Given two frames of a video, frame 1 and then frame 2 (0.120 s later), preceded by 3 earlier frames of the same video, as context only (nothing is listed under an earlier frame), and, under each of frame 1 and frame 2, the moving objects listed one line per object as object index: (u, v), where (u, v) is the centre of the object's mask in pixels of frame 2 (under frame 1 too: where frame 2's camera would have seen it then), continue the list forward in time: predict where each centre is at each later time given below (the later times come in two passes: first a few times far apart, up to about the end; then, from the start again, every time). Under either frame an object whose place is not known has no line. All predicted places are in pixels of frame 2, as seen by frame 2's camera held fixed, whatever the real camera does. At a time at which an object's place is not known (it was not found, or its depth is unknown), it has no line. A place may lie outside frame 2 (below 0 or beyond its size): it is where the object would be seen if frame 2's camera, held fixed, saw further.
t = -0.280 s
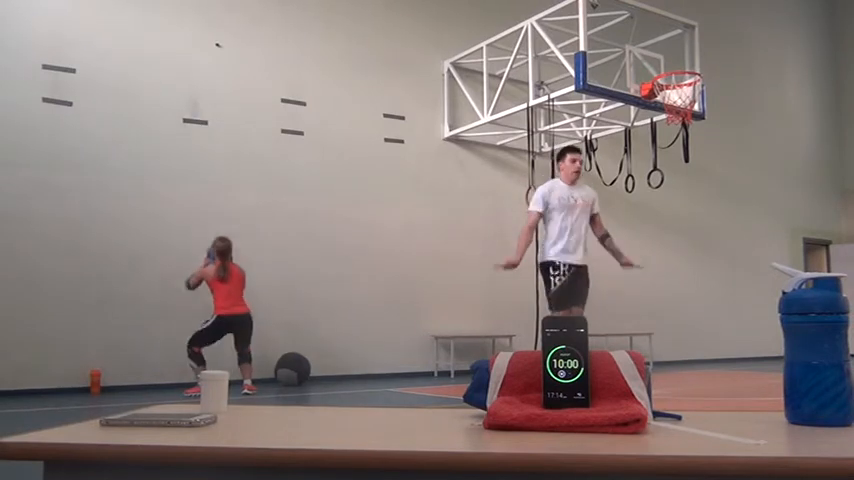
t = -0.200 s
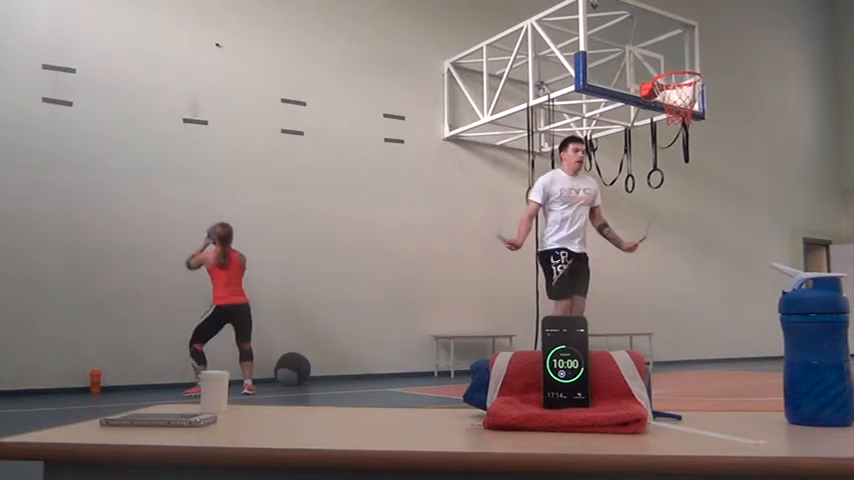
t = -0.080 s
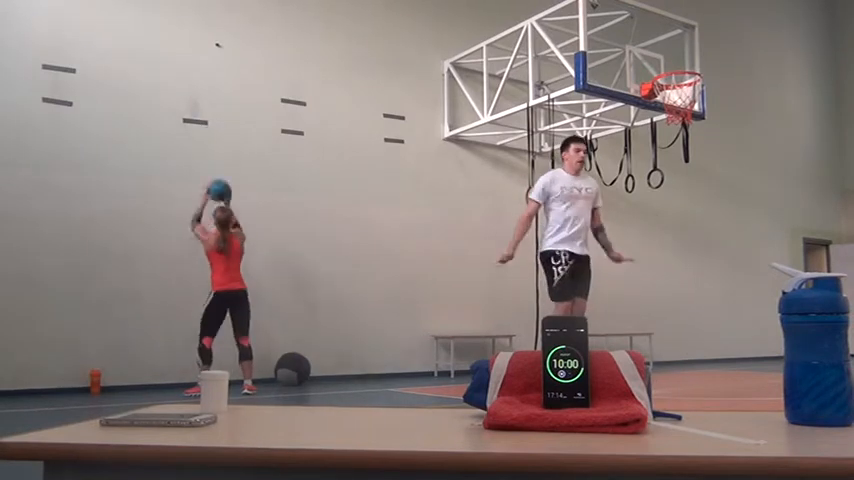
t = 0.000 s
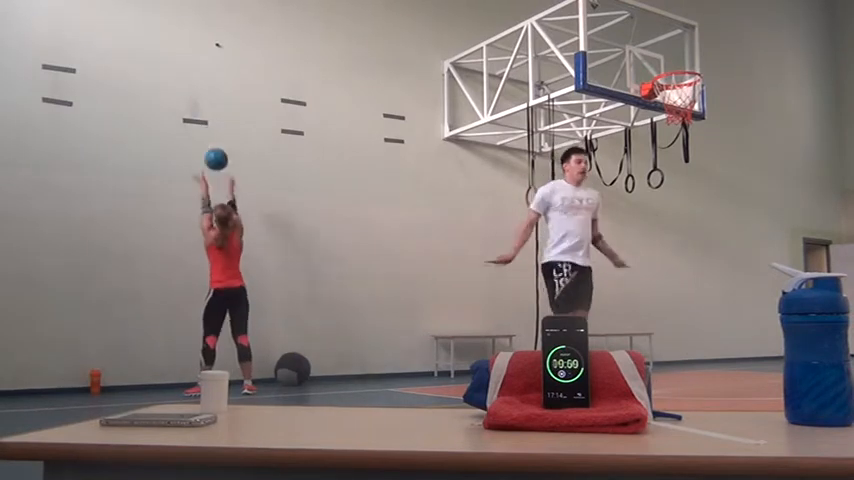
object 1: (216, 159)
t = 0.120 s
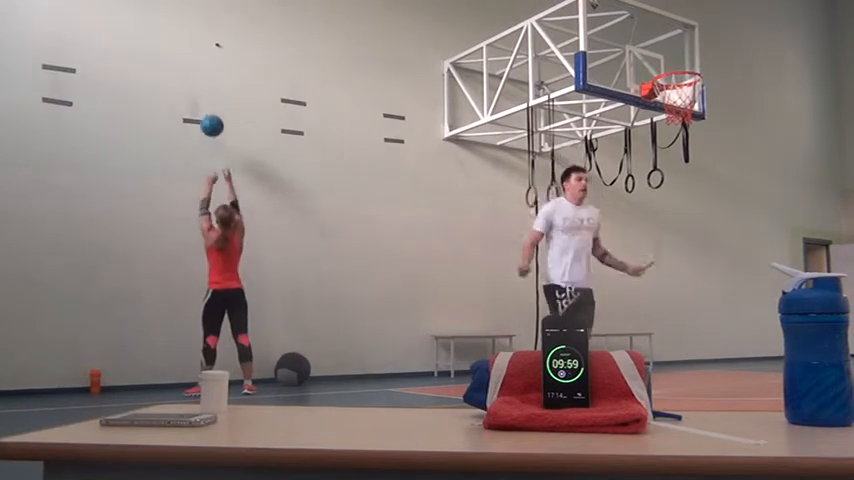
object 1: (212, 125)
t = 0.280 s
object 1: (206, 103)
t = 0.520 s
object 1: (209, 109)
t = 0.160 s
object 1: (210, 117)
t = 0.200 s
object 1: (209, 111)
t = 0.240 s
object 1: (207, 107)
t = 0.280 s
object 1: (206, 103)
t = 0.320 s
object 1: (204, 102)
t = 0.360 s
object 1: (204, 102)
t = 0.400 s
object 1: (205, 101)
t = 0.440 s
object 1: (207, 102)
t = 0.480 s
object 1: (208, 104)
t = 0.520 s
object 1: (209, 109)
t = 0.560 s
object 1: (211, 114)
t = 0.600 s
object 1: (212, 122)
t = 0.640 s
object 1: (213, 132)
